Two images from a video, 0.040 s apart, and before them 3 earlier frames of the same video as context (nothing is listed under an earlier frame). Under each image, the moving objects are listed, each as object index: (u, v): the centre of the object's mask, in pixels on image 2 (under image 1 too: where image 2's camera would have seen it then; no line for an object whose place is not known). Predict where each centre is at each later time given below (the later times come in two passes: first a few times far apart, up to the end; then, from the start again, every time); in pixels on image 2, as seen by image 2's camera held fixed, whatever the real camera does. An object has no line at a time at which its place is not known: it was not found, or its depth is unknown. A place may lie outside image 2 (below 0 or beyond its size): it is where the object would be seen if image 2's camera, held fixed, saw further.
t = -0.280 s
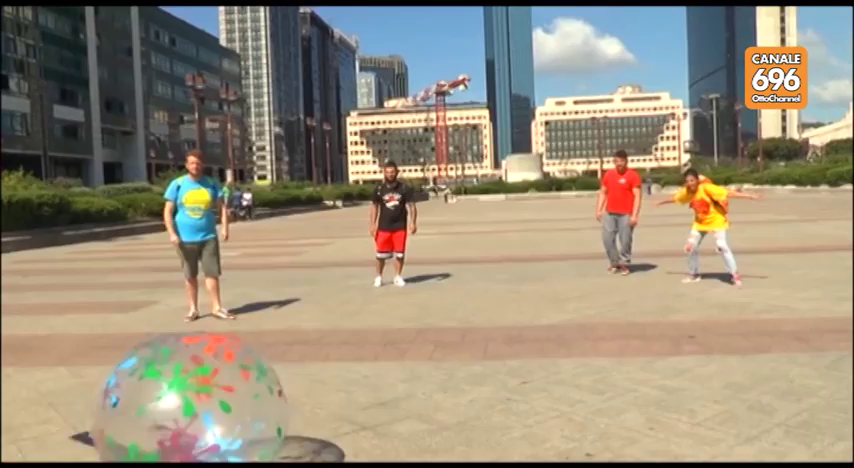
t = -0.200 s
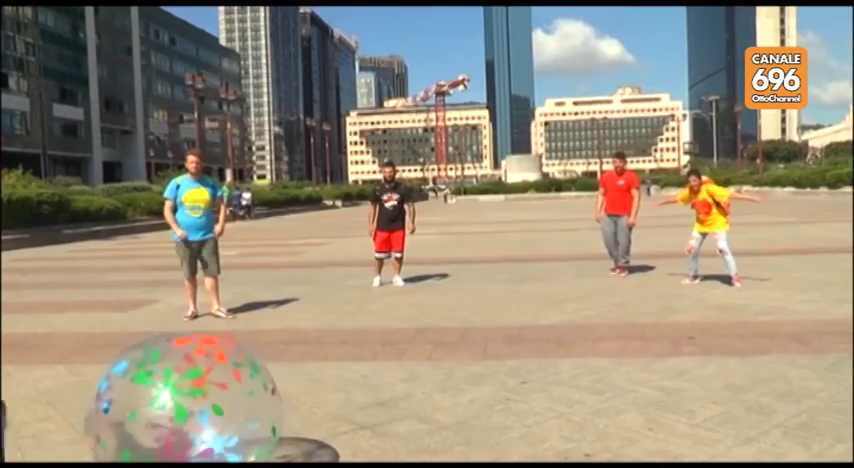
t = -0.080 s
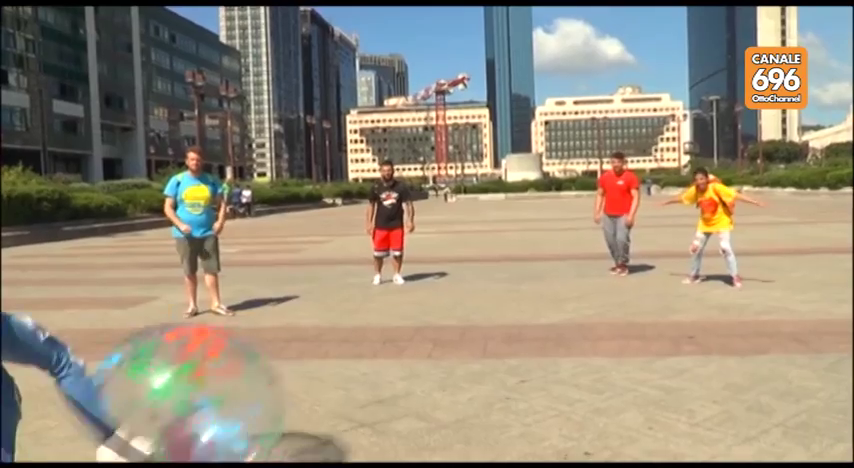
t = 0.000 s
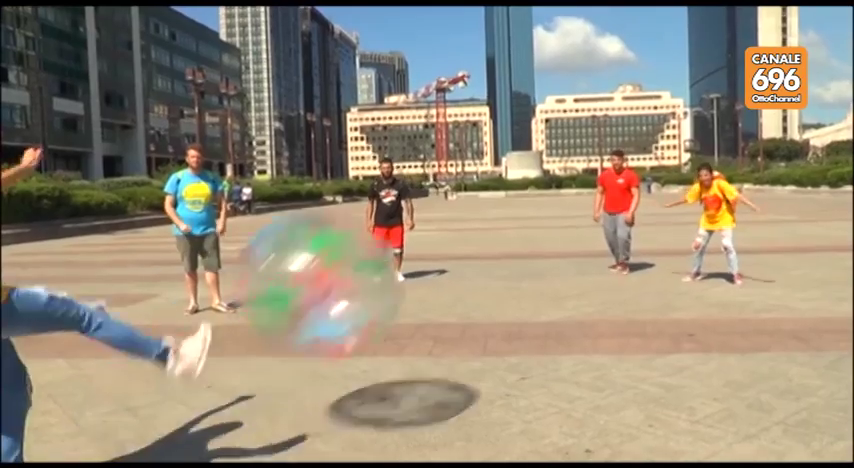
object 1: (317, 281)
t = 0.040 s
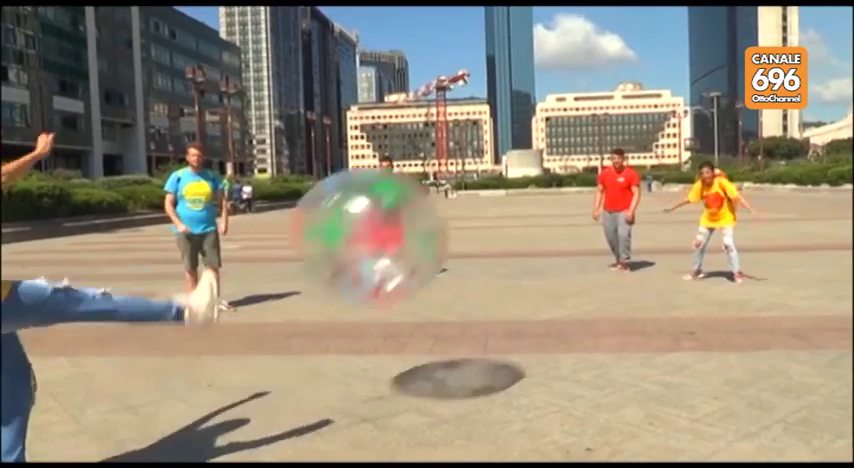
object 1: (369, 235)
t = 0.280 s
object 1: (566, 105)
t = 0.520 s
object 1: (676, 124)
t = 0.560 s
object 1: (689, 131)
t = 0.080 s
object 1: (413, 197)
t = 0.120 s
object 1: (451, 165)
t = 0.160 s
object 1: (484, 141)
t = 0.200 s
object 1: (514, 124)
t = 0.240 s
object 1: (542, 112)
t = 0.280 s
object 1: (566, 105)
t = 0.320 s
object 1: (588, 103)
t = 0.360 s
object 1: (608, 103)
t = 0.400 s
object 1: (627, 106)
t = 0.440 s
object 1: (643, 110)
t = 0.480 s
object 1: (660, 116)
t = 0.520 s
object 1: (676, 124)
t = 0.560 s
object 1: (689, 131)
